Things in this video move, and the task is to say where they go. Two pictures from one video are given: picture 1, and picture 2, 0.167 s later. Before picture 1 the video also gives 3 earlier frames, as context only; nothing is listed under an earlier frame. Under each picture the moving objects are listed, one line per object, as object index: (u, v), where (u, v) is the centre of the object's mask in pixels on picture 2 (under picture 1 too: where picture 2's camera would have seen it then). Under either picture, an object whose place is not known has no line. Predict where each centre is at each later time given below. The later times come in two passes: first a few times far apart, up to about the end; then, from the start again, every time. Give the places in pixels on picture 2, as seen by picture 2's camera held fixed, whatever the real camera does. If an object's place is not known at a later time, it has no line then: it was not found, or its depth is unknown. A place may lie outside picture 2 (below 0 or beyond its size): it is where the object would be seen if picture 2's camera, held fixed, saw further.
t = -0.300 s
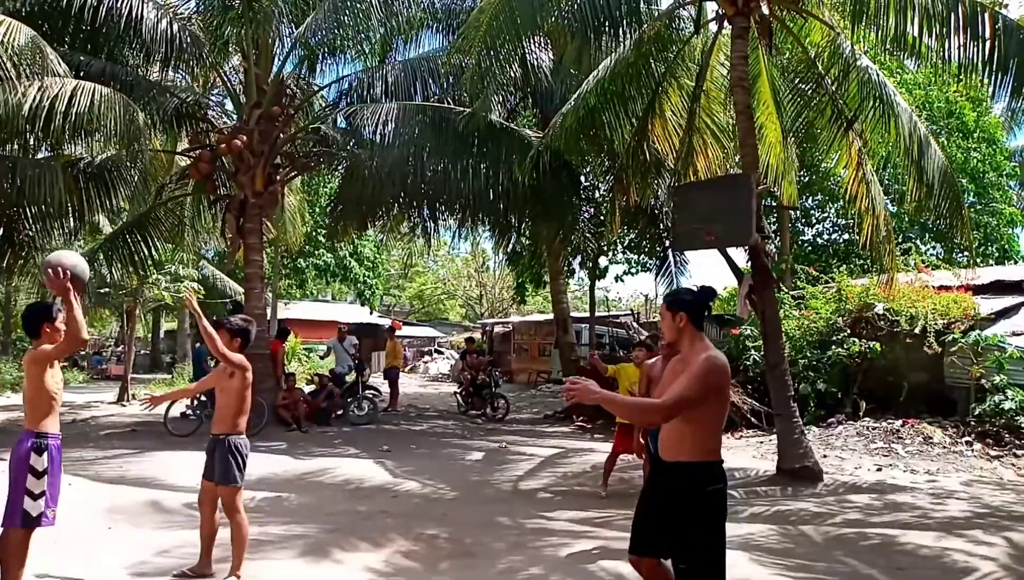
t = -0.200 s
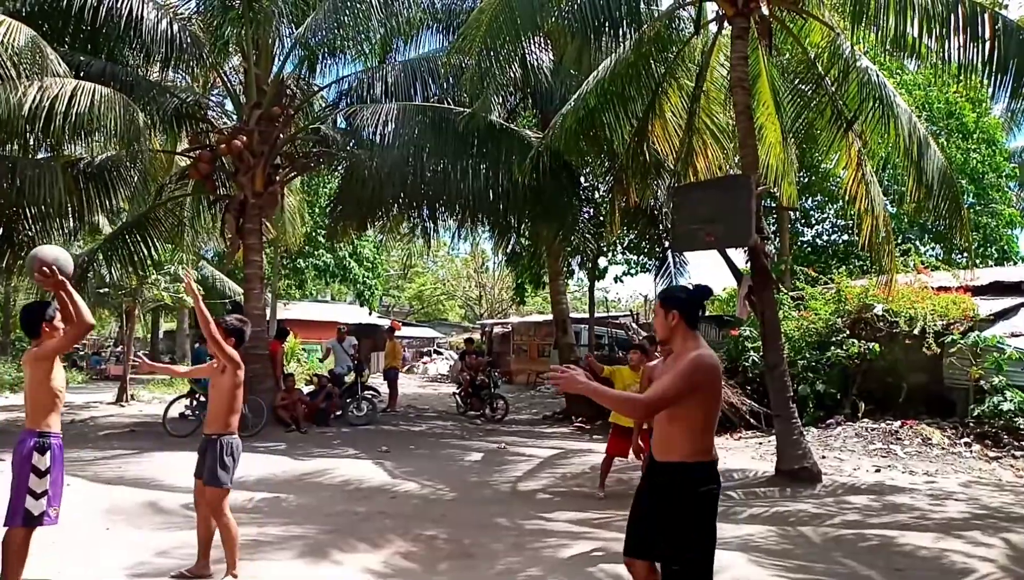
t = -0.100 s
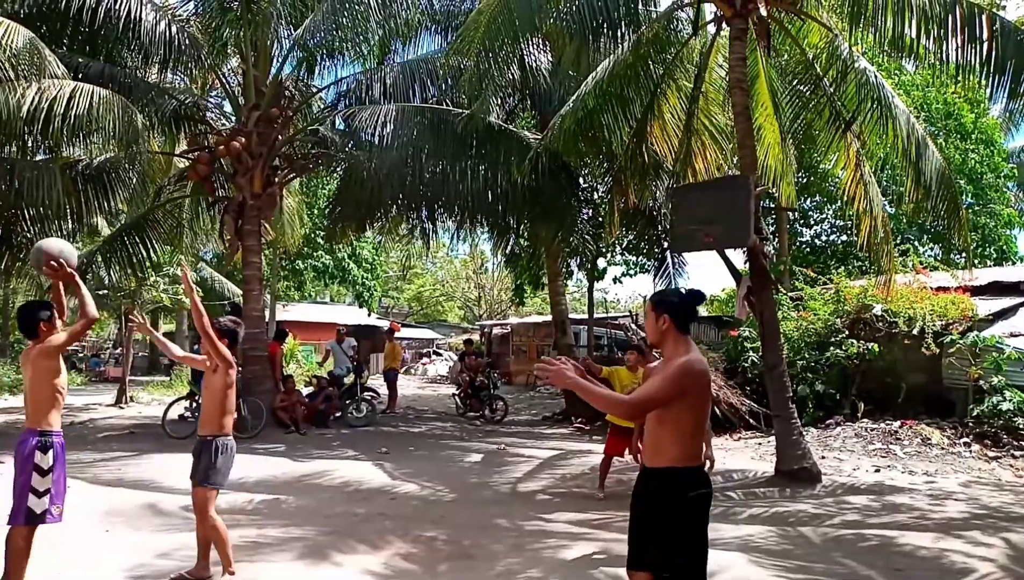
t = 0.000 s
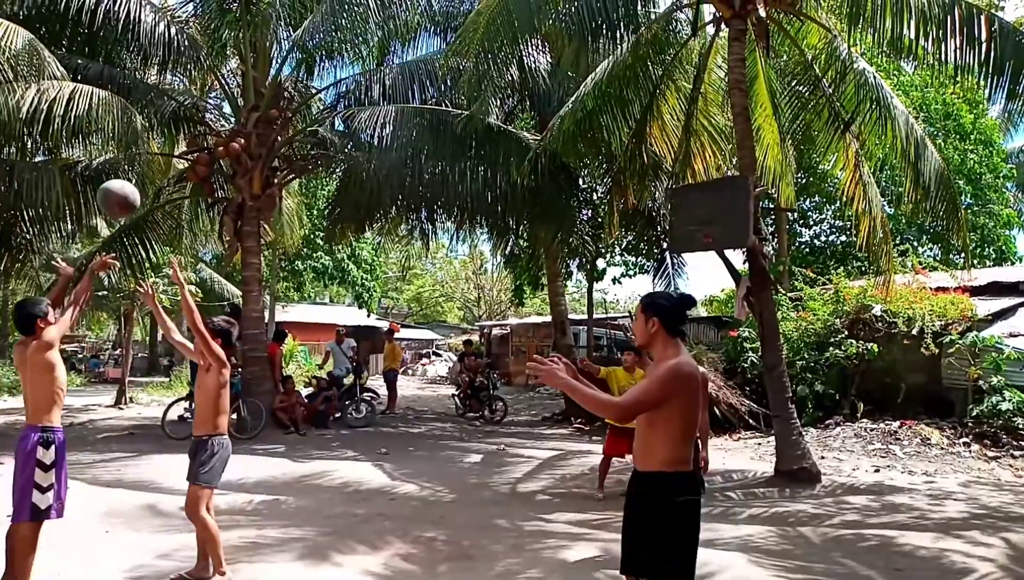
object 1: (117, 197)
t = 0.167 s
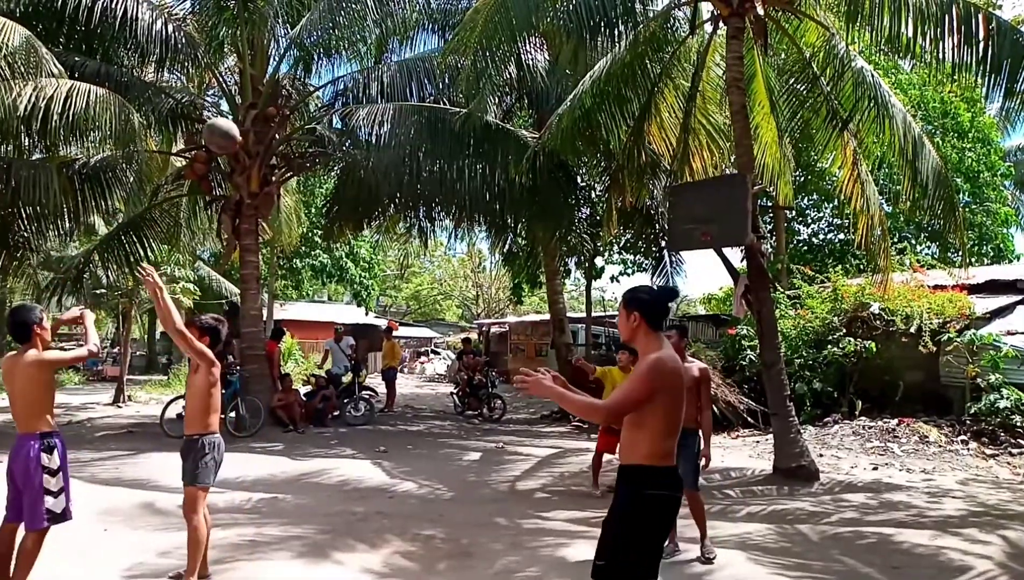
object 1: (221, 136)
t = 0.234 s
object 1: (257, 125)
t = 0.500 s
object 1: (370, 143)
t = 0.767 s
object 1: (451, 234)
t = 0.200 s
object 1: (240, 129)
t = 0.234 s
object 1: (257, 125)
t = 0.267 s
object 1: (273, 122)
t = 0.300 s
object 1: (289, 121)
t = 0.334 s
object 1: (304, 121)
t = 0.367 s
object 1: (319, 123)
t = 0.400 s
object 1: (332, 127)
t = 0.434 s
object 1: (346, 131)
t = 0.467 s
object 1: (358, 138)
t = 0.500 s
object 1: (370, 143)
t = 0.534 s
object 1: (381, 152)
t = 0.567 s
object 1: (393, 162)
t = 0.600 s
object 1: (403, 172)
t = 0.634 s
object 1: (414, 182)
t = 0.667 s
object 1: (424, 194)
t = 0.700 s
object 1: (433, 207)
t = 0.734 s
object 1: (442, 220)
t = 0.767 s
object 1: (451, 234)
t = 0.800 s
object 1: (459, 249)
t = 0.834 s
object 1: (467, 265)
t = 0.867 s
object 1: (475, 280)
